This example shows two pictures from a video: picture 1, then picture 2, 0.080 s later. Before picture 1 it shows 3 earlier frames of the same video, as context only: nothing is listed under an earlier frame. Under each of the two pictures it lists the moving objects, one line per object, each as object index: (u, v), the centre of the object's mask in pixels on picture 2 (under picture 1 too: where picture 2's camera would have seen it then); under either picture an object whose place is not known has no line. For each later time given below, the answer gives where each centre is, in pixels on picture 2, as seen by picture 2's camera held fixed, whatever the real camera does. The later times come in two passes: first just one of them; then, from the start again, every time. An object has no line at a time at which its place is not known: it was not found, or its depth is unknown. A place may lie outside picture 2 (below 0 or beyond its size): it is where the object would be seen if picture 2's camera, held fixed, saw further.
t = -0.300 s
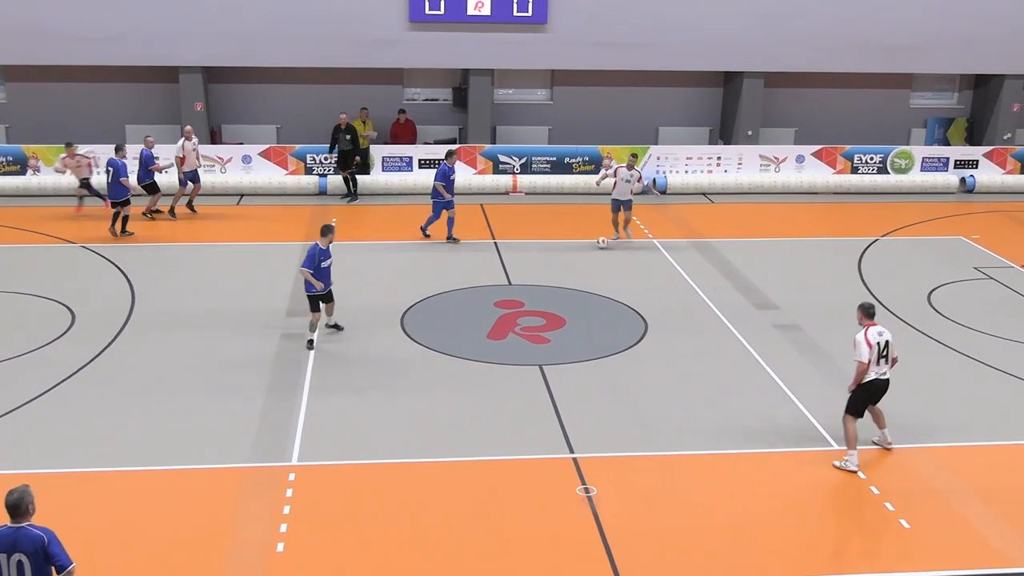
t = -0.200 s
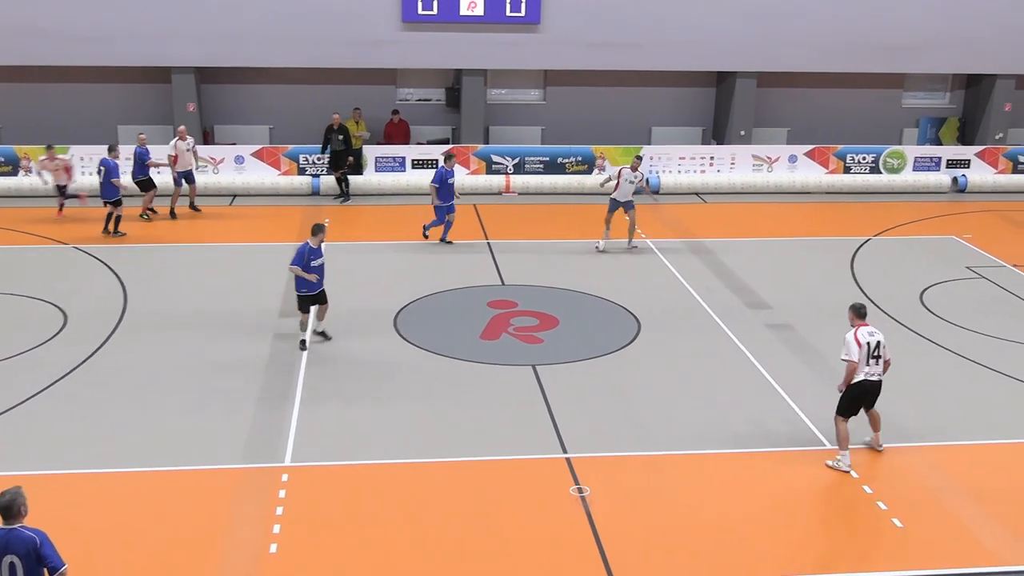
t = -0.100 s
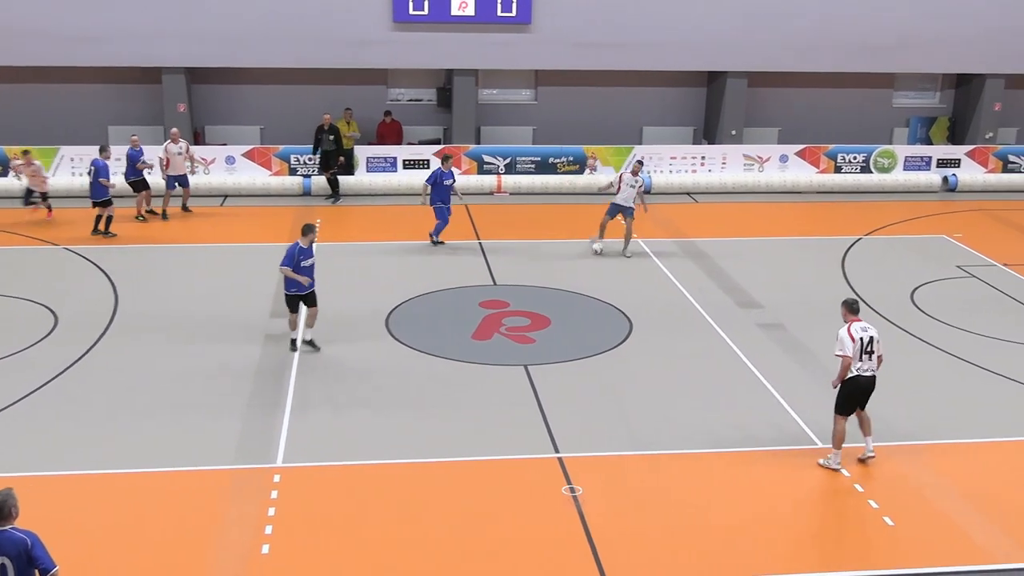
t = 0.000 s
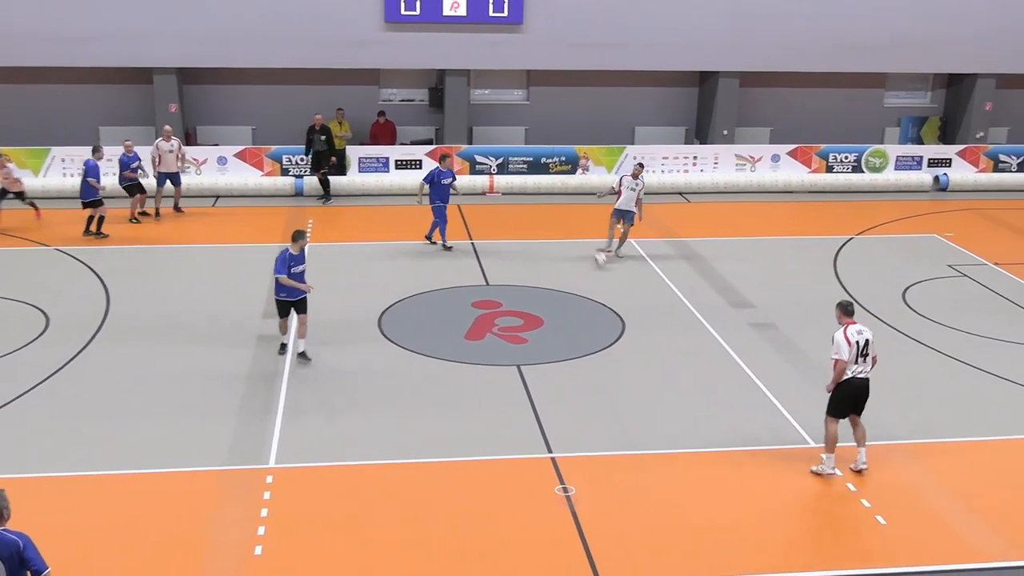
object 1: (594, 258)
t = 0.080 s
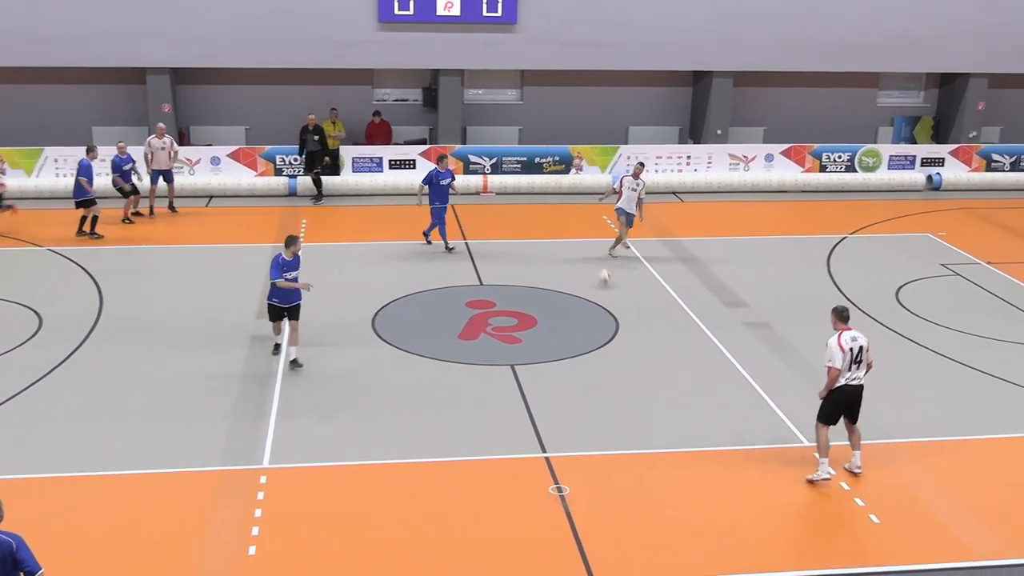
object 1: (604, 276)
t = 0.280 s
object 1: (638, 331)
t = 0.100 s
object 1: (607, 283)
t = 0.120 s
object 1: (611, 289)
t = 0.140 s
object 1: (614, 294)
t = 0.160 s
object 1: (617, 299)
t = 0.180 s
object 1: (621, 303)
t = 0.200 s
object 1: (624, 308)
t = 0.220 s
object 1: (628, 313)
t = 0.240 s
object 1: (631, 318)
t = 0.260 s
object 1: (635, 324)
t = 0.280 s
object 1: (638, 331)
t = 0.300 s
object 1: (642, 336)
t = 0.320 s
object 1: (646, 341)
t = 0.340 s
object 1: (649, 347)
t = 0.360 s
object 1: (654, 353)
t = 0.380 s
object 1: (658, 359)
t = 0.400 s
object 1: (662, 364)
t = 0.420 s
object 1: (667, 370)
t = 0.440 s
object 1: (671, 378)
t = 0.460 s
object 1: (675, 383)
